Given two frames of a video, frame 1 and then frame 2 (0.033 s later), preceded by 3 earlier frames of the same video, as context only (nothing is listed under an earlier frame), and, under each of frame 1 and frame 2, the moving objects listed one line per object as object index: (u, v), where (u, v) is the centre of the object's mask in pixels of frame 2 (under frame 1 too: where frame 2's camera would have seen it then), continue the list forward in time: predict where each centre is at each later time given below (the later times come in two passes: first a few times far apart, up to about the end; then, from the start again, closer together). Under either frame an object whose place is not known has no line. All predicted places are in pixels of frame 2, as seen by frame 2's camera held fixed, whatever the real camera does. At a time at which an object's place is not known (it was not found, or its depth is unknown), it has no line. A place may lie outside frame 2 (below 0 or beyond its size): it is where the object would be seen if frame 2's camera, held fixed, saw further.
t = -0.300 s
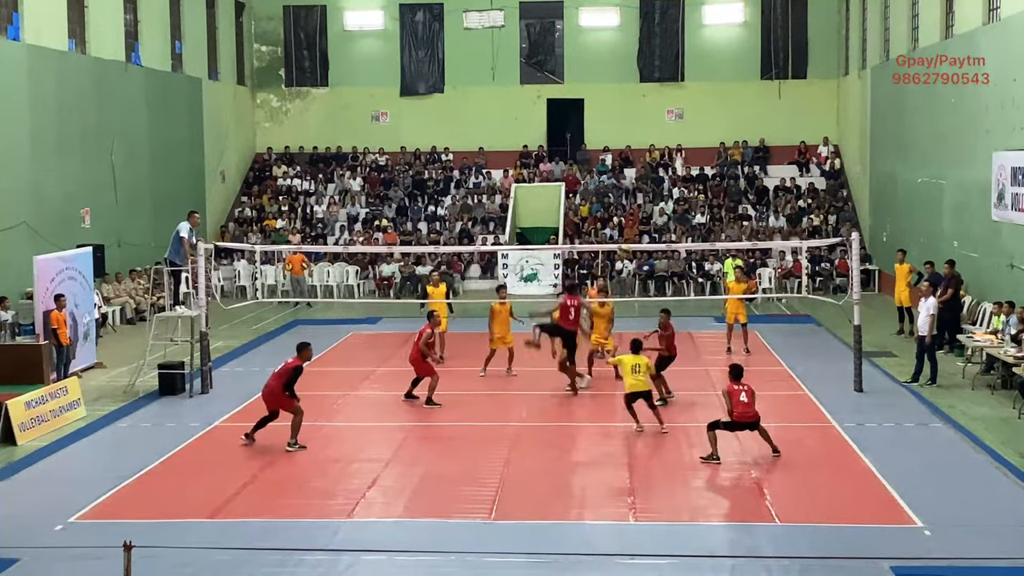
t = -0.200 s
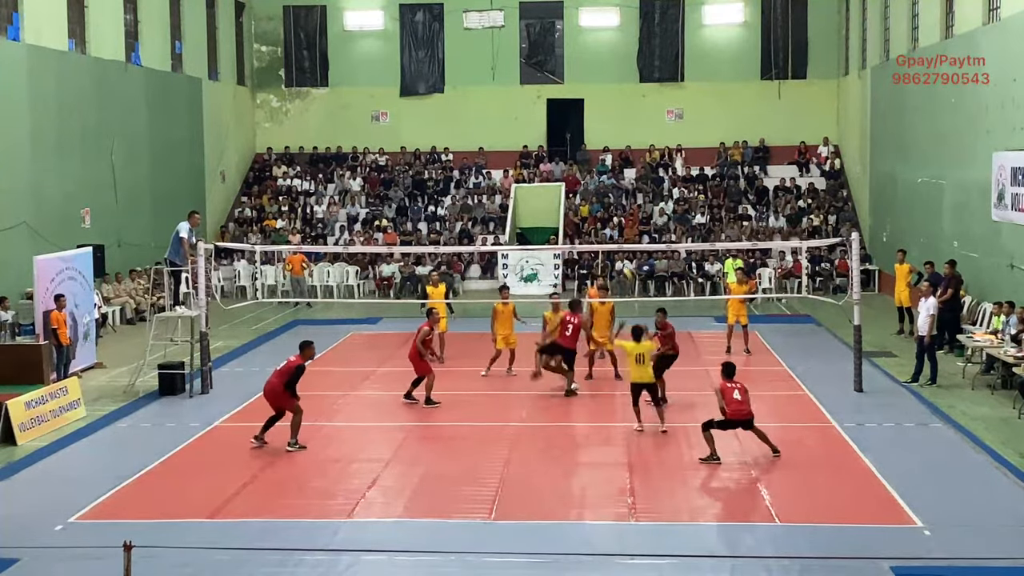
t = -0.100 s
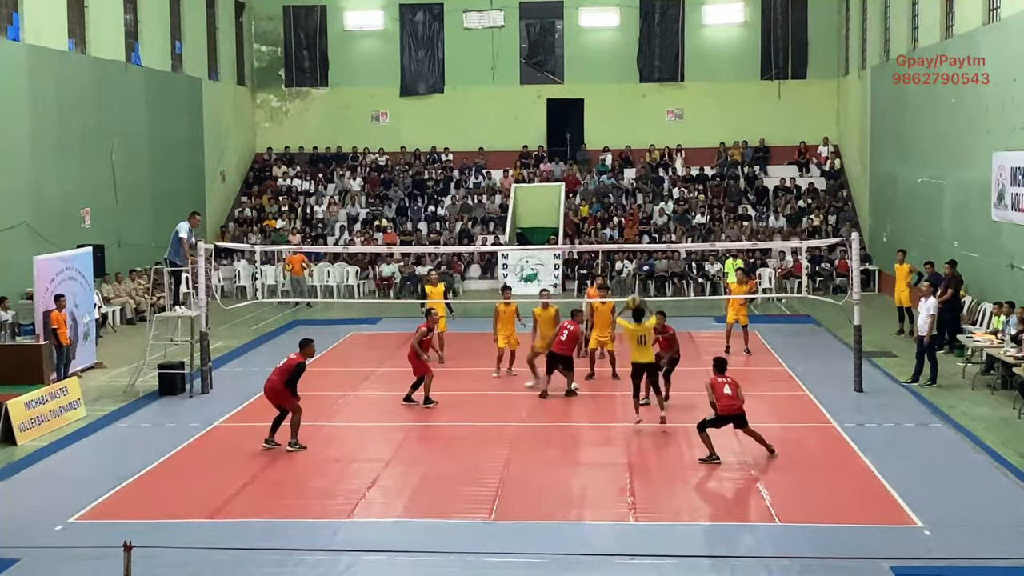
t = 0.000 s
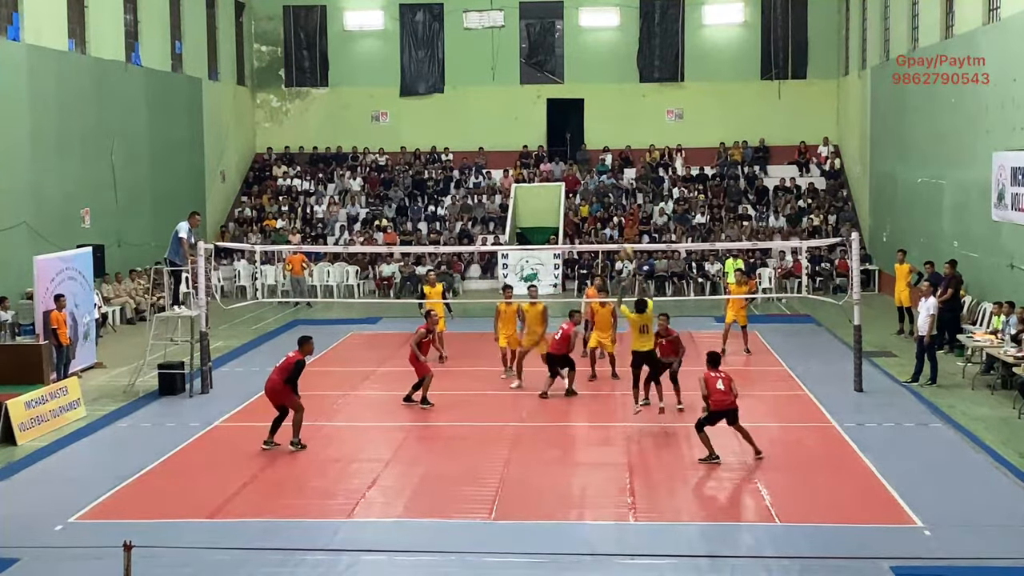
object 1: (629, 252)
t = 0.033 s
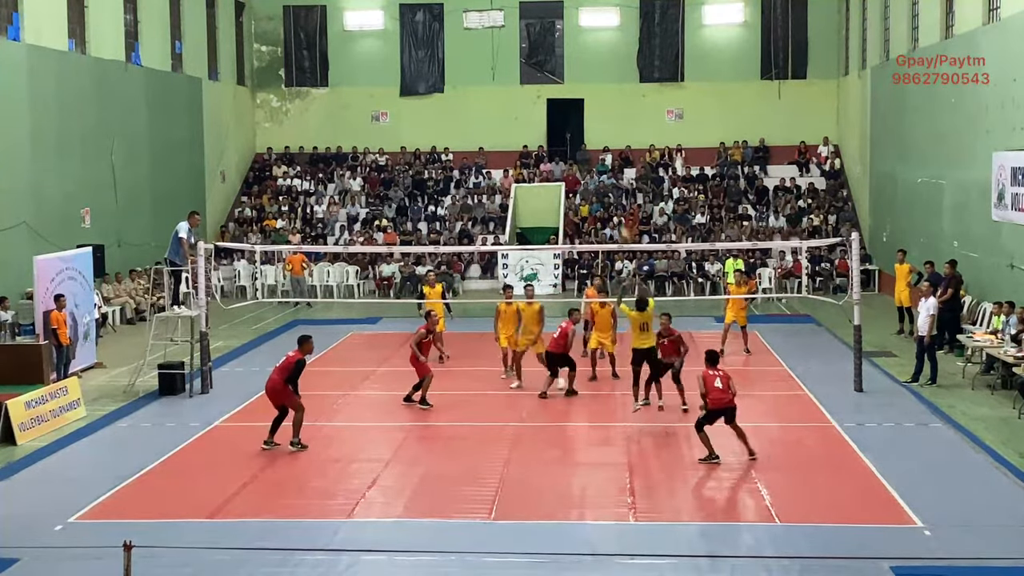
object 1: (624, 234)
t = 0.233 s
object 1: (606, 153)
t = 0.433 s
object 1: (586, 101)
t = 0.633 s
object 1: (568, 77)
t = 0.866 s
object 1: (549, 84)
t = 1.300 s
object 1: (518, 186)
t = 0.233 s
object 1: (606, 153)
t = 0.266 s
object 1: (601, 143)
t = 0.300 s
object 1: (598, 133)
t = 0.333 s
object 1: (595, 124)
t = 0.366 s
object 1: (592, 116)
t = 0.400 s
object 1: (589, 107)
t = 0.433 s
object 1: (586, 101)
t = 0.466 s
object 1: (583, 95)
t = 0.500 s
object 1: (580, 90)
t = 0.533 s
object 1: (577, 87)
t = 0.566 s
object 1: (574, 83)
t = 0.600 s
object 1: (571, 80)
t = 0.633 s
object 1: (568, 77)
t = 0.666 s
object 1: (565, 76)
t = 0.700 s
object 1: (563, 75)
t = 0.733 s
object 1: (560, 76)
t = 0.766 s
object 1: (557, 77)
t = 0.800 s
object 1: (554, 78)
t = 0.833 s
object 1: (551, 81)
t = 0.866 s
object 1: (549, 84)
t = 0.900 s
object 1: (546, 88)
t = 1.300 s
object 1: (518, 186)
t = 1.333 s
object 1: (515, 199)
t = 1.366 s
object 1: (515, 212)
